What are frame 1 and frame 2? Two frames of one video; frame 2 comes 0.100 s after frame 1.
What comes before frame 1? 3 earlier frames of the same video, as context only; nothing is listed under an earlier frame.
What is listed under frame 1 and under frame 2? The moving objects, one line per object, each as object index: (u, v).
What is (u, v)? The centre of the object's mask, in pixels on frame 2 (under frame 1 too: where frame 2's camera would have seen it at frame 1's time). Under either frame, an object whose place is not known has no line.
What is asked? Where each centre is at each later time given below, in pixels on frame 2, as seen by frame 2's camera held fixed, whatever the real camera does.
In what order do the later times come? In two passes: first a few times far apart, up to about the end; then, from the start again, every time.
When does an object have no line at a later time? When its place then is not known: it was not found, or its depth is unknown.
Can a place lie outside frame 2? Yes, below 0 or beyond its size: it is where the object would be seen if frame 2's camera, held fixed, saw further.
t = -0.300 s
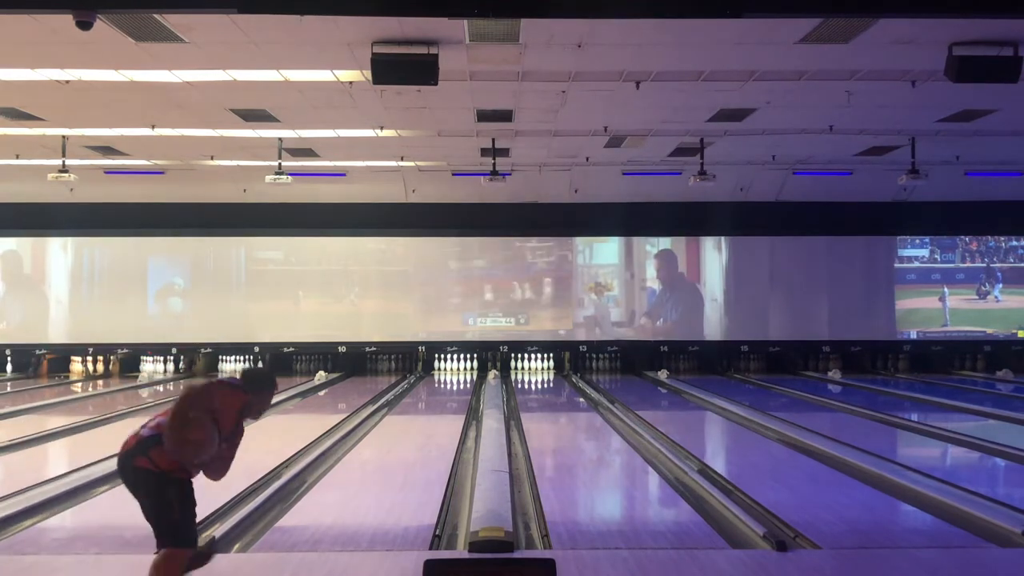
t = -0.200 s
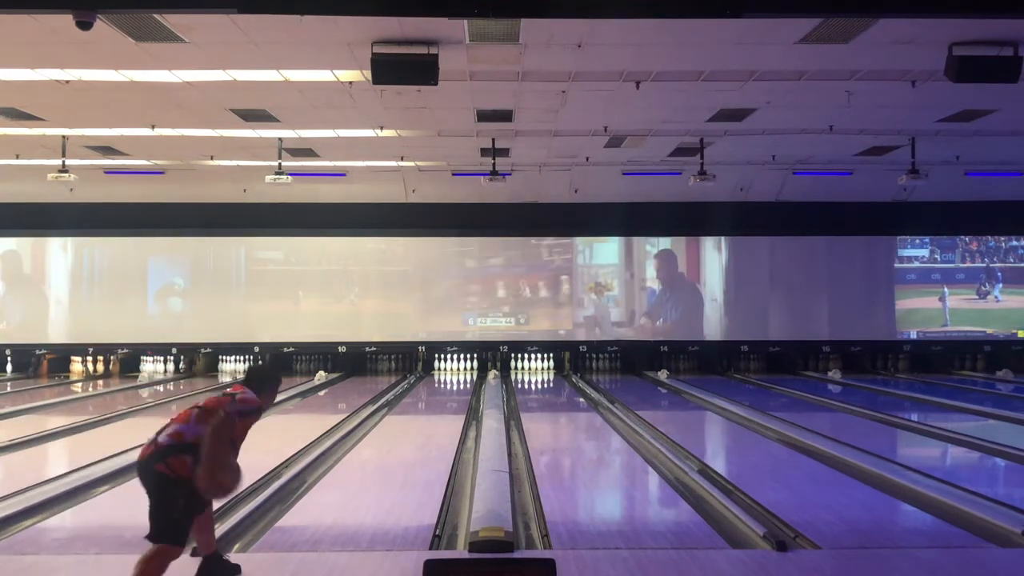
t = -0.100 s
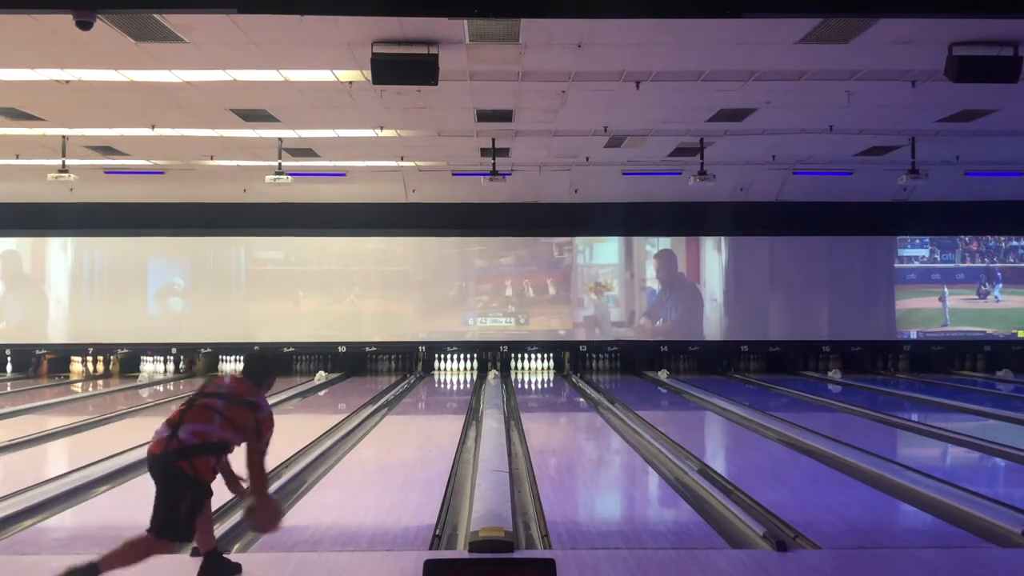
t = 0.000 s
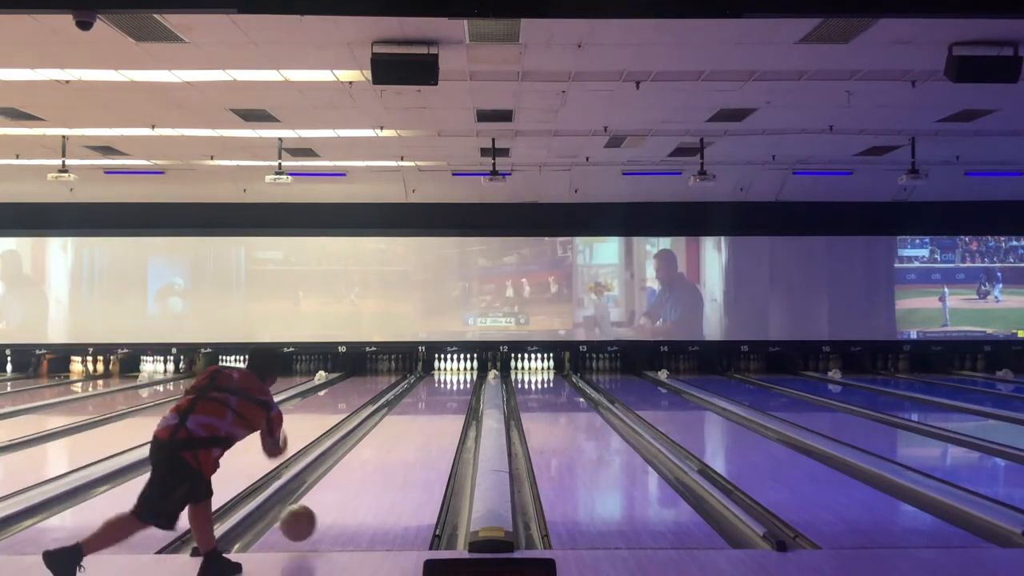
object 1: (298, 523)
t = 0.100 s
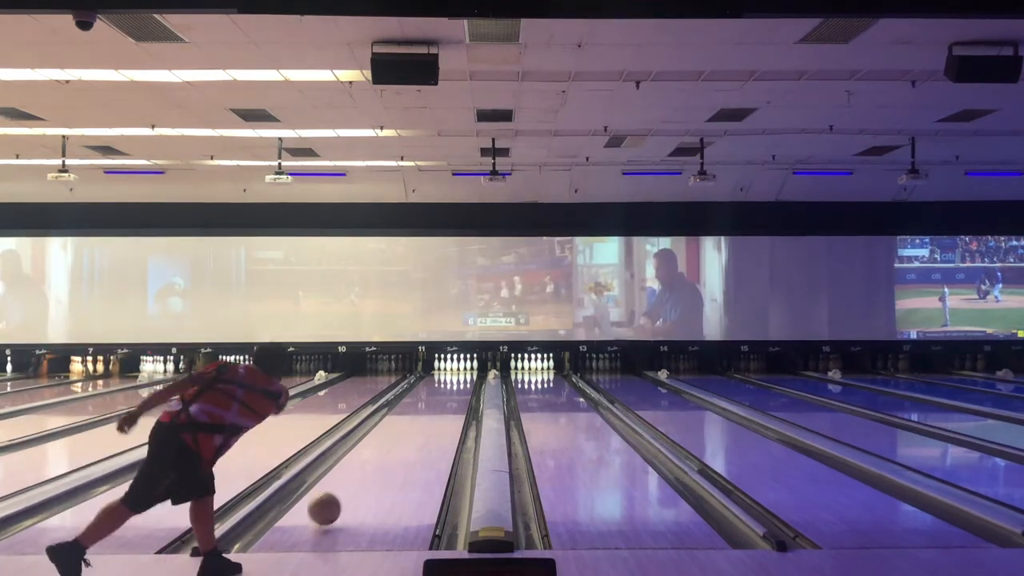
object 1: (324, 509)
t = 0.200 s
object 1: (346, 494)
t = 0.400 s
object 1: (379, 466)
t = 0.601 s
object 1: (403, 445)
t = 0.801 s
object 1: (421, 430)
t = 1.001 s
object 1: (434, 417)
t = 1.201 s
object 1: (445, 407)
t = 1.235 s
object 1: (447, 405)
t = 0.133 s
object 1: (332, 504)
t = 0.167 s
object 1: (339, 500)
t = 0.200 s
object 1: (346, 494)
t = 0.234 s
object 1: (353, 488)
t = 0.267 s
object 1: (359, 484)
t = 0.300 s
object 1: (364, 479)
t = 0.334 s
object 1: (369, 475)
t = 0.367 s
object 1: (374, 470)
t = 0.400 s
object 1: (379, 466)
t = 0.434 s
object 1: (384, 462)
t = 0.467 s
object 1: (388, 459)
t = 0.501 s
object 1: (392, 455)
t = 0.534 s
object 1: (396, 451)
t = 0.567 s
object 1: (400, 448)
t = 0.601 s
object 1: (403, 445)
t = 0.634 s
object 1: (407, 443)
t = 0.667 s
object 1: (410, 440)
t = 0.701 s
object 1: (413, 437)
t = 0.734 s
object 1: (416, 435)
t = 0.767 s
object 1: (418, 432)
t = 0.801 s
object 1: (421, 430)
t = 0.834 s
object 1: (424, 428)
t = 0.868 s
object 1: (426, 426)
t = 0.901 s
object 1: (428, 424)
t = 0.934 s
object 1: (430, 421)
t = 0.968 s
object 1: (432, 419)
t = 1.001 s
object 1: (434, 417)
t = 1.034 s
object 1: (436, 415)
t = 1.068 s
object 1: (438, 413)
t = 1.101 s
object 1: (440, 412)
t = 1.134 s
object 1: (442, 410)
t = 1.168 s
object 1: (443, 409)
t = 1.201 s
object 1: (445, 407)
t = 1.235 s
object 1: (447, 405)
